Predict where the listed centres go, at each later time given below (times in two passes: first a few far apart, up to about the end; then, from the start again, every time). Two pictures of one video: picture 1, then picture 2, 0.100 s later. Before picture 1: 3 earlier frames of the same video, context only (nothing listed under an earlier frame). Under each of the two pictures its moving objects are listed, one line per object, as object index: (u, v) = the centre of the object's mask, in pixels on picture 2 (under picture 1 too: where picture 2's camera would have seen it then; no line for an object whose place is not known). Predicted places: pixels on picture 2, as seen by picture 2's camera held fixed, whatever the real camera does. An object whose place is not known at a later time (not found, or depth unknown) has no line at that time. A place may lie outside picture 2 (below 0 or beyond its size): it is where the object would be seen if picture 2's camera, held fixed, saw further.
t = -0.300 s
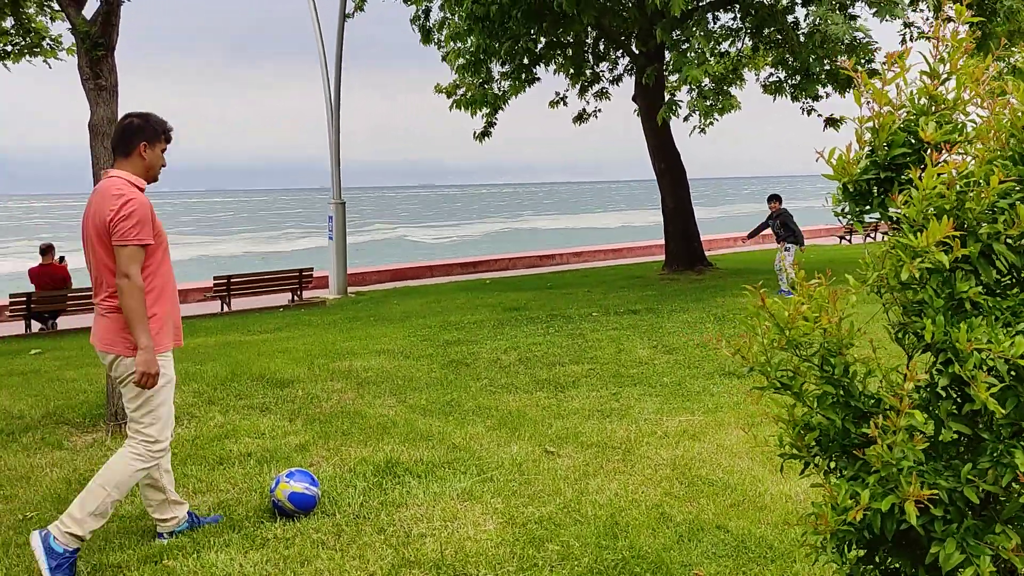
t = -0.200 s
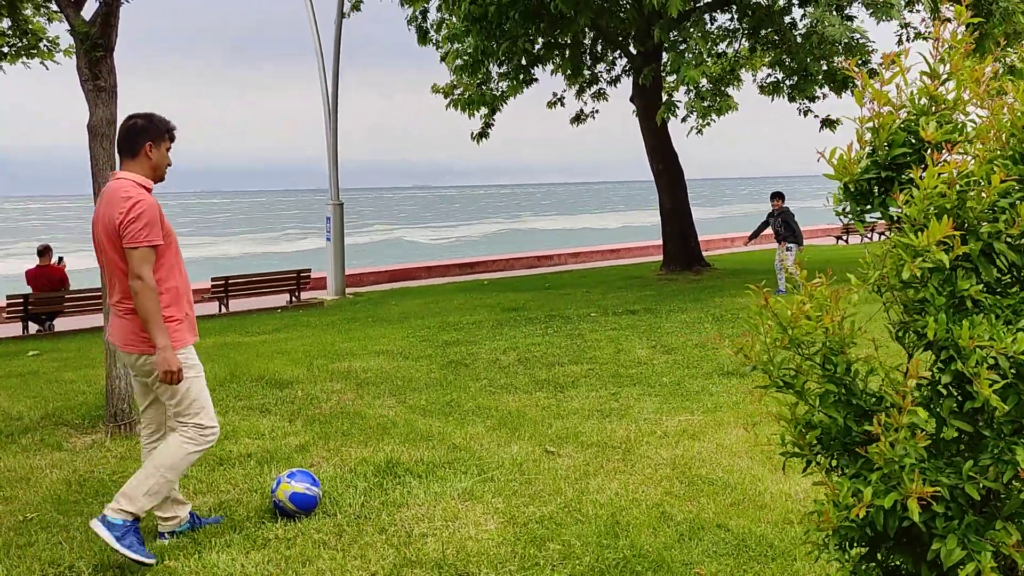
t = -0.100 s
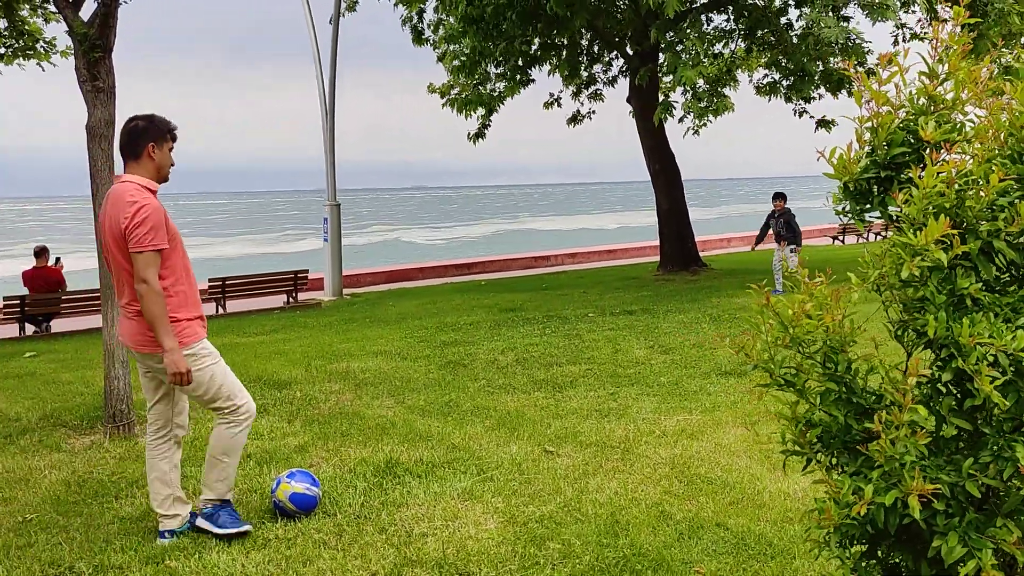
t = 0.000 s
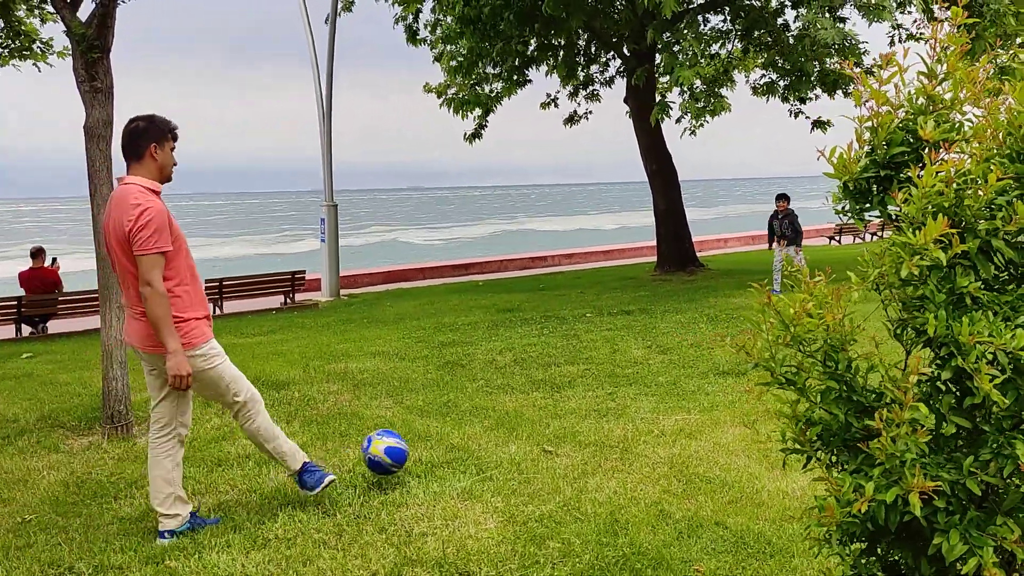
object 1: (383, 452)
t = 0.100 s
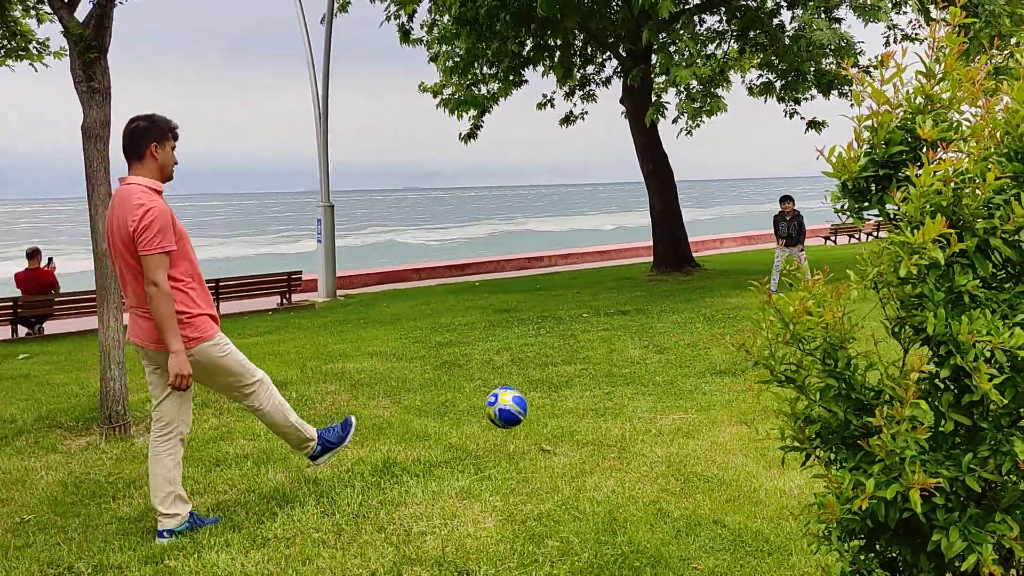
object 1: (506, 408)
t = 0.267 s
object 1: (664, 385)
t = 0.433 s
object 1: (761, 376)
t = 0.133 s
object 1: (542, 398)
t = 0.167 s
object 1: (575, 392)
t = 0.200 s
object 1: (606, 387)
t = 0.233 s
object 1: (636, 385)
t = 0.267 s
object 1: (664, 385)
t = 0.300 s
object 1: (691, 386)
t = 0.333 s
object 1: (716, 389)
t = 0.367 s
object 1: (737, 390)
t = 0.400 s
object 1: (750, 381)
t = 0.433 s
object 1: (761, 376)
